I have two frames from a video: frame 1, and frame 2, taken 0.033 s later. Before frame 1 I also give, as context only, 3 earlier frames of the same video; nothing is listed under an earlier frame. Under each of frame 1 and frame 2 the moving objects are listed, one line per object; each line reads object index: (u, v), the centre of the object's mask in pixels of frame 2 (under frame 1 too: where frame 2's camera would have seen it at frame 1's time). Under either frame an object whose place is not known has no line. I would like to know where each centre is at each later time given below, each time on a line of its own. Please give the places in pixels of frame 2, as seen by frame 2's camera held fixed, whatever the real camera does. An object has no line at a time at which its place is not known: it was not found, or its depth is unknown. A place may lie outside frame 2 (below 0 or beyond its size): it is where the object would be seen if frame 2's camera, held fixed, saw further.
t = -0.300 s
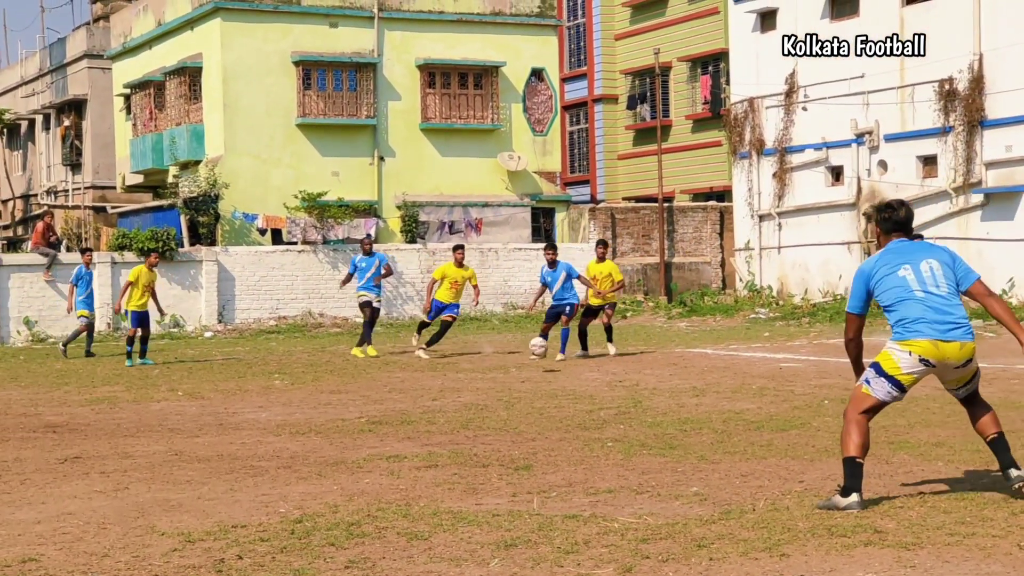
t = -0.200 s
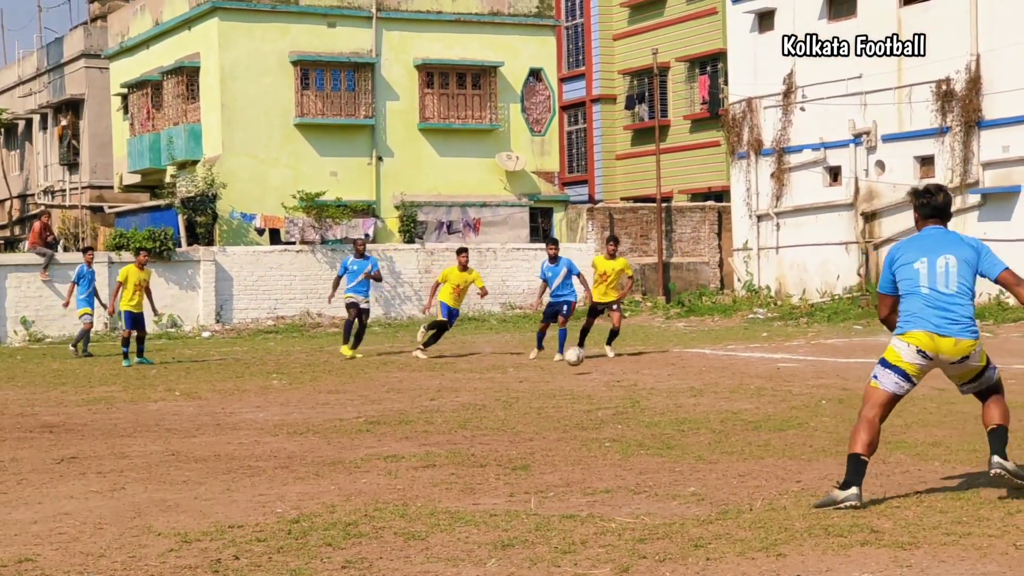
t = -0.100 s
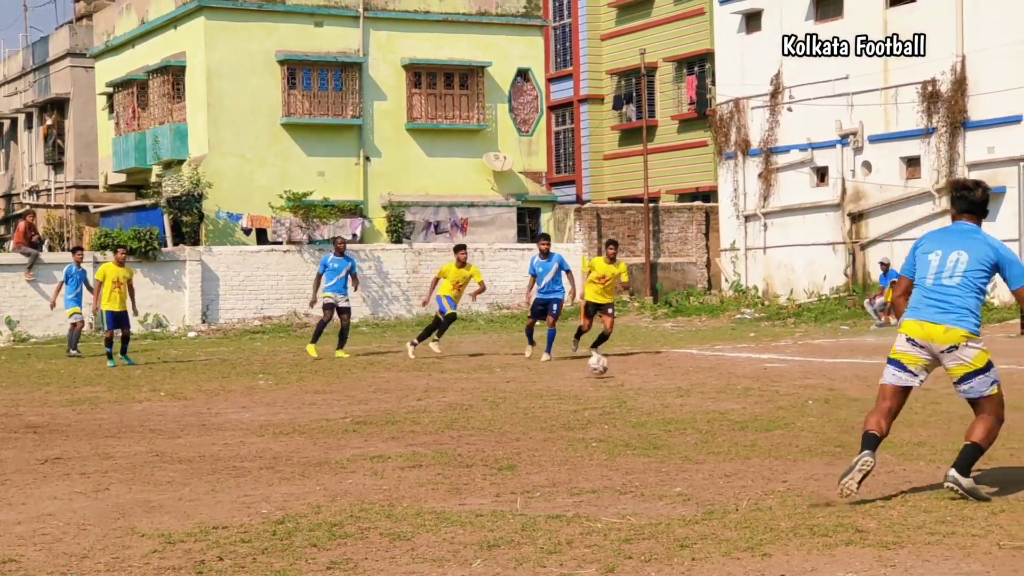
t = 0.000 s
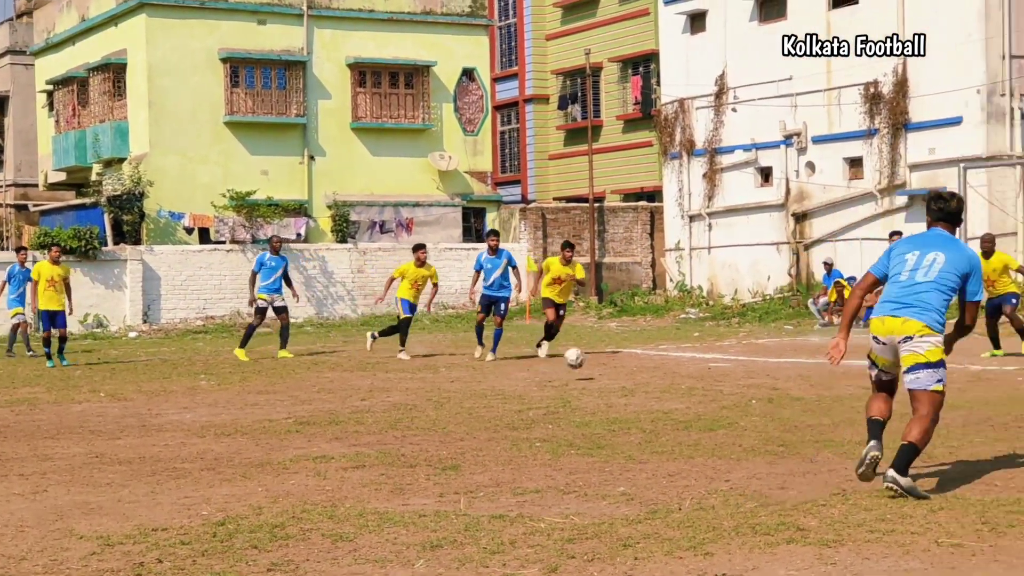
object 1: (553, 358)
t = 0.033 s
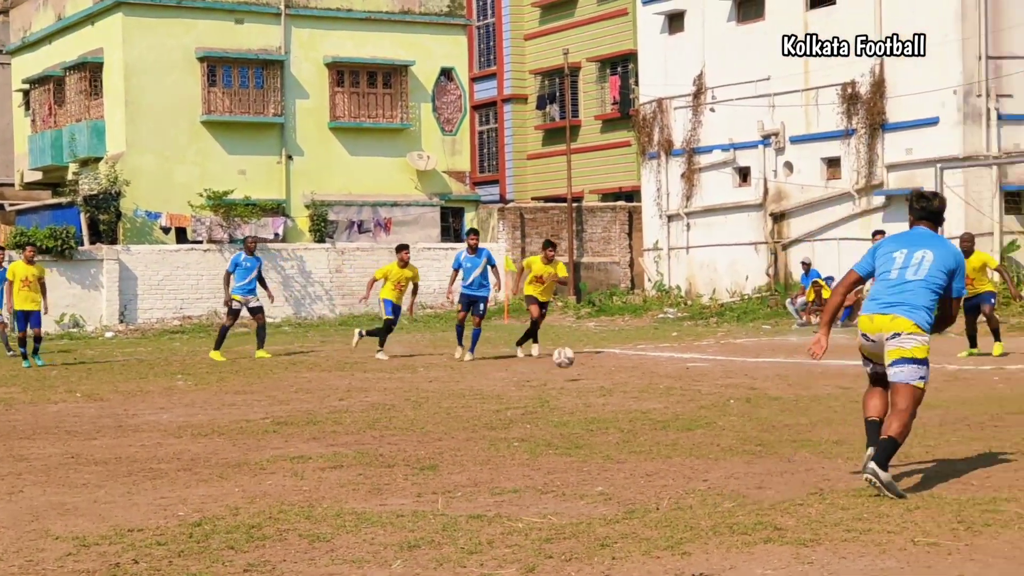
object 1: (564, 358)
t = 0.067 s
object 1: (575, 359)
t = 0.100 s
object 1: (586, 361)
